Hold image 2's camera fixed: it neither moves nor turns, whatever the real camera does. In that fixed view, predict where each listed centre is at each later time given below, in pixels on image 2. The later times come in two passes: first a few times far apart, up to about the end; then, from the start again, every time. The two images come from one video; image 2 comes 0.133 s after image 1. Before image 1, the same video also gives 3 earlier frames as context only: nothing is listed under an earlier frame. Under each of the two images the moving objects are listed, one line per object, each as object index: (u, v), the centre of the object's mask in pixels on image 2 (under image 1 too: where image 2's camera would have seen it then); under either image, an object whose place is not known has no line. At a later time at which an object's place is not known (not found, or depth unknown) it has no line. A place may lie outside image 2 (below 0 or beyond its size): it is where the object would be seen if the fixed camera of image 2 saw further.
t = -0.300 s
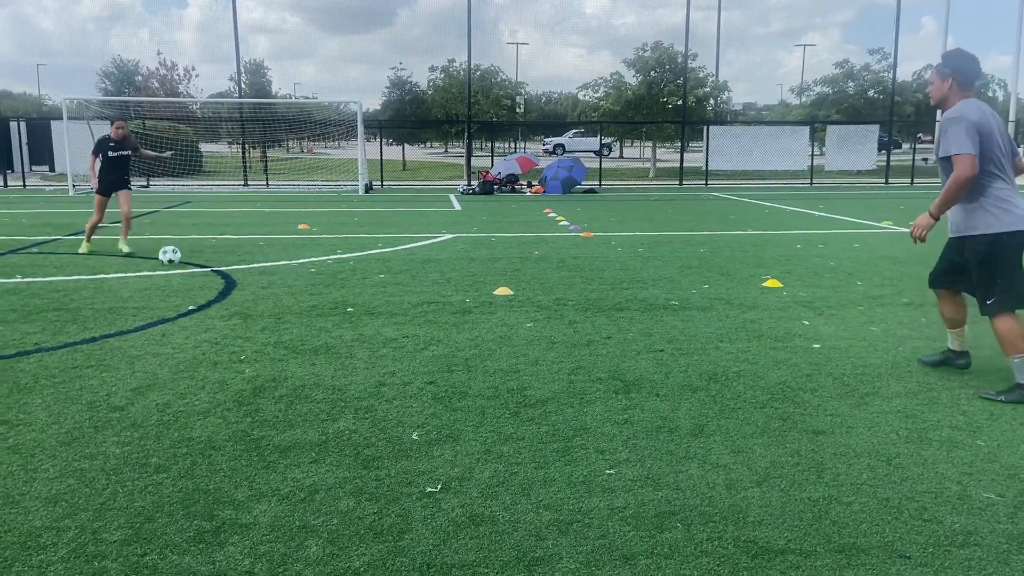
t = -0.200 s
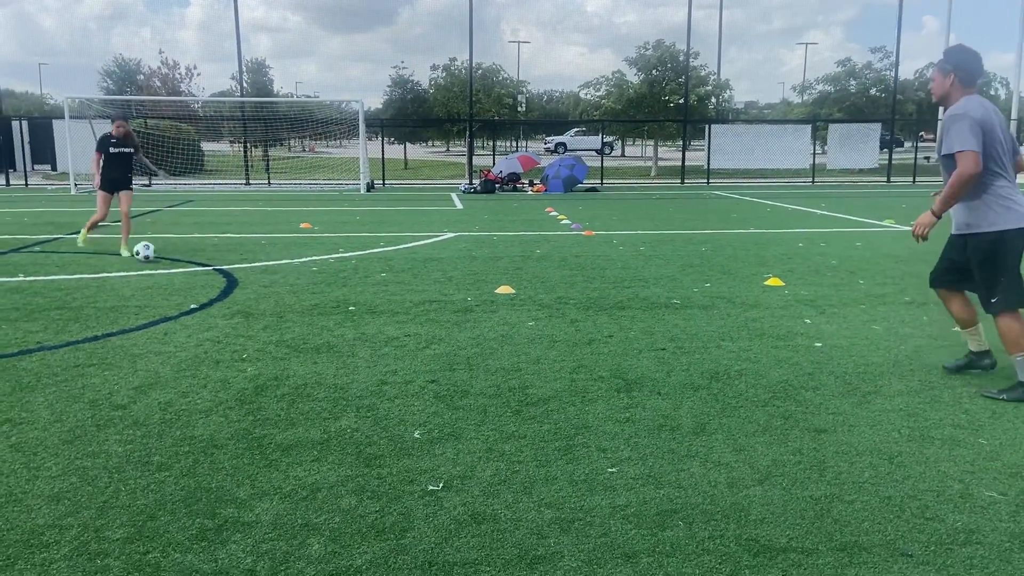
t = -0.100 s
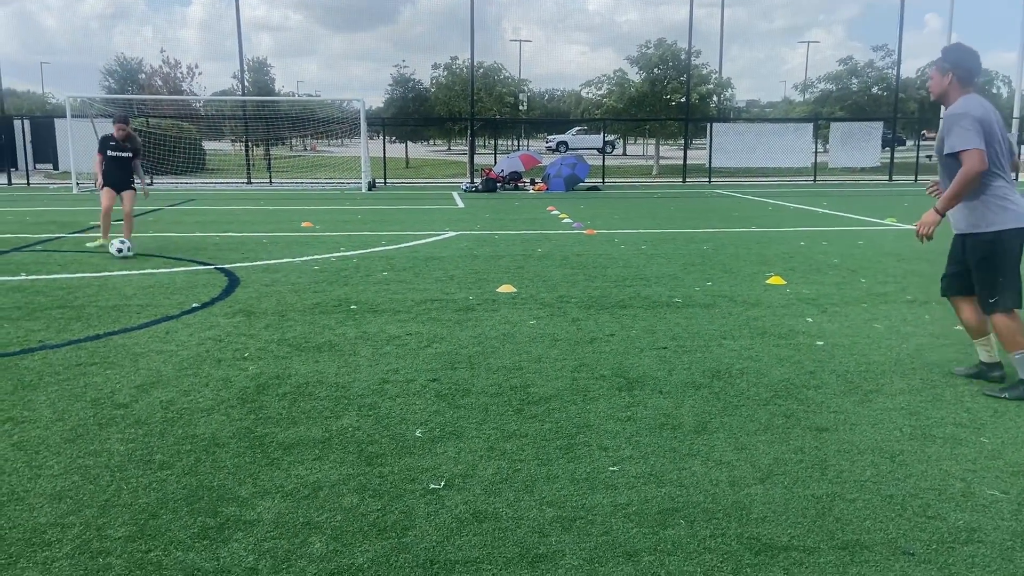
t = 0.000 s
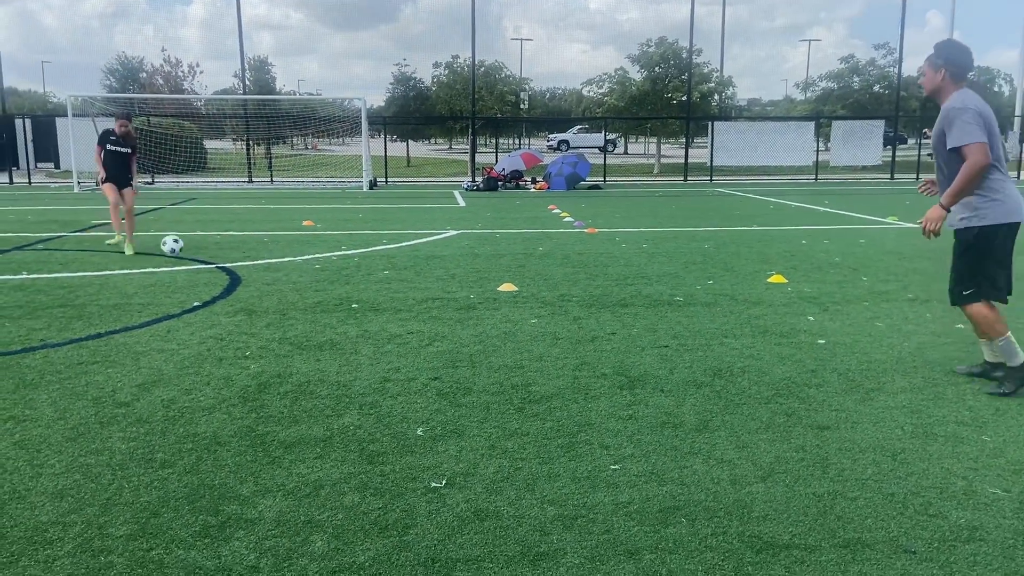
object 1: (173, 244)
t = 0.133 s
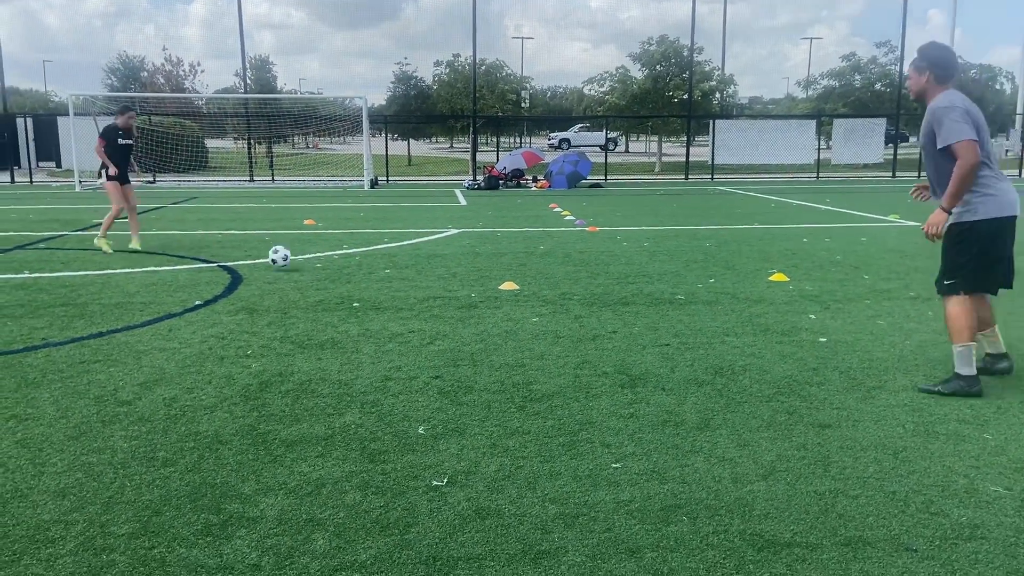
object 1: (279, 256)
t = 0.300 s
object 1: (415, 267)
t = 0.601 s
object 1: (672, 293)
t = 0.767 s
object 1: (806, 301)
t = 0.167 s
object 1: (309, 262)
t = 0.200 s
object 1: (335, 264)
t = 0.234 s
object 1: (361, 265)
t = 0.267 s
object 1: (388, 265)
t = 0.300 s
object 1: (415, 267)
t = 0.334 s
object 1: (443, 270)
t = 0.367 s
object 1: (472, 275)
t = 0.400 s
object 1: (502, 280)
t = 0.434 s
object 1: (529, 280)
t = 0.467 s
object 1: (556, 279)
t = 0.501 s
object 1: (582, 280)
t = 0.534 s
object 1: (611, 282)
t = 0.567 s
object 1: (640, 286)
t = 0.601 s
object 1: (672, 293)
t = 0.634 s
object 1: (699, 296)
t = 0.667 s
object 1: (724, 295)
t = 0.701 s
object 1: (751, 295)
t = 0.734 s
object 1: (778, 297)
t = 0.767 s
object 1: (806, 301)
